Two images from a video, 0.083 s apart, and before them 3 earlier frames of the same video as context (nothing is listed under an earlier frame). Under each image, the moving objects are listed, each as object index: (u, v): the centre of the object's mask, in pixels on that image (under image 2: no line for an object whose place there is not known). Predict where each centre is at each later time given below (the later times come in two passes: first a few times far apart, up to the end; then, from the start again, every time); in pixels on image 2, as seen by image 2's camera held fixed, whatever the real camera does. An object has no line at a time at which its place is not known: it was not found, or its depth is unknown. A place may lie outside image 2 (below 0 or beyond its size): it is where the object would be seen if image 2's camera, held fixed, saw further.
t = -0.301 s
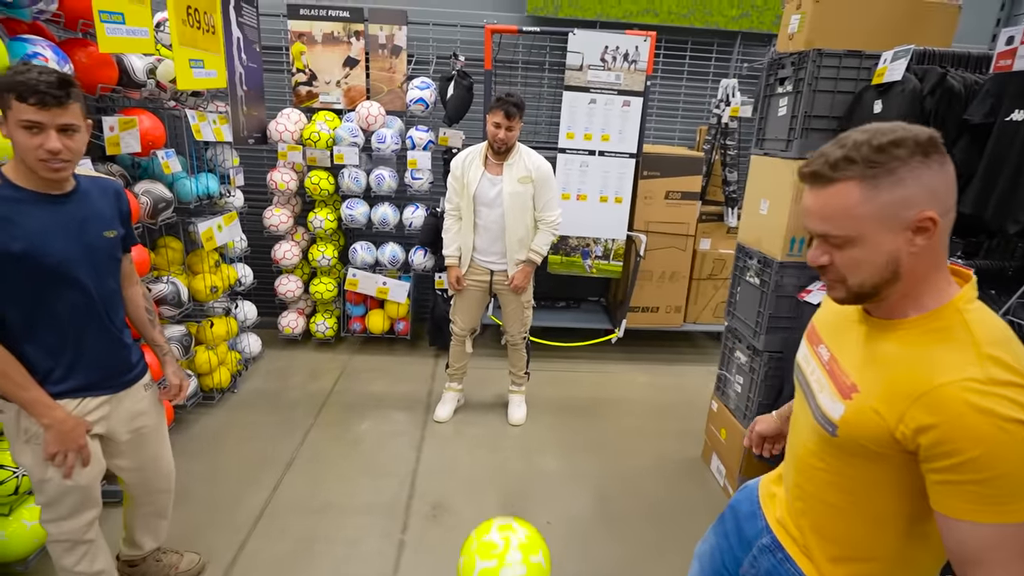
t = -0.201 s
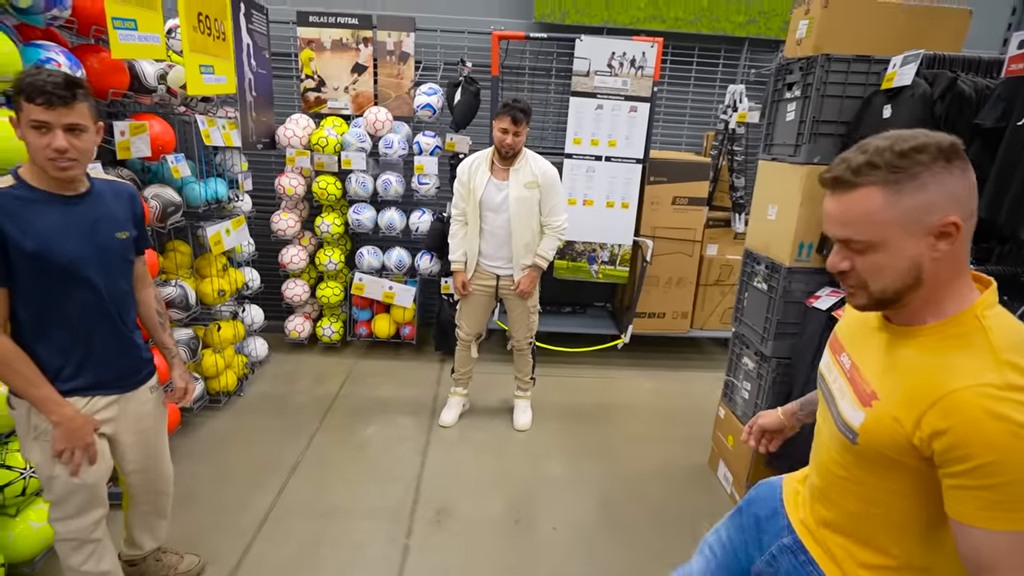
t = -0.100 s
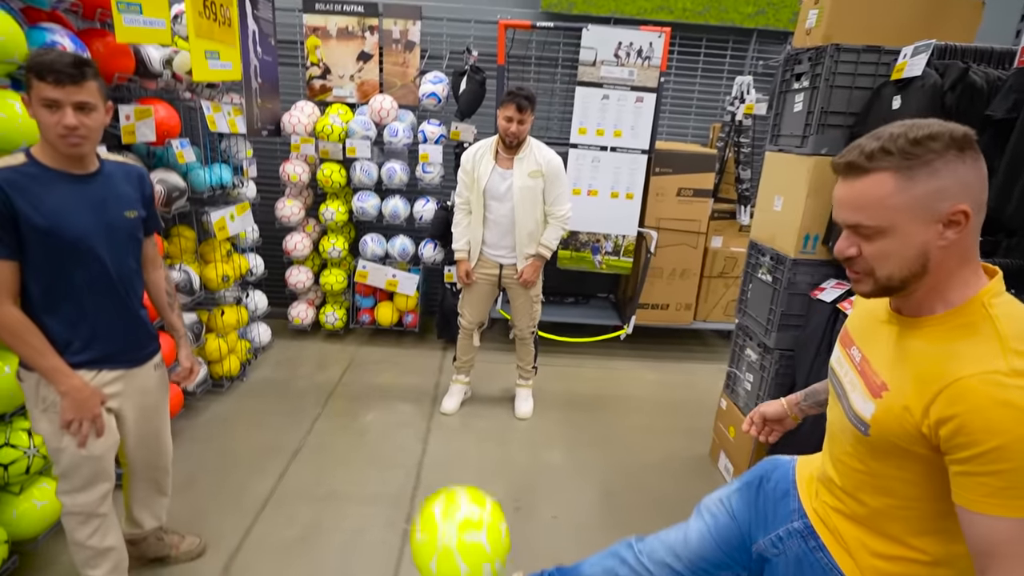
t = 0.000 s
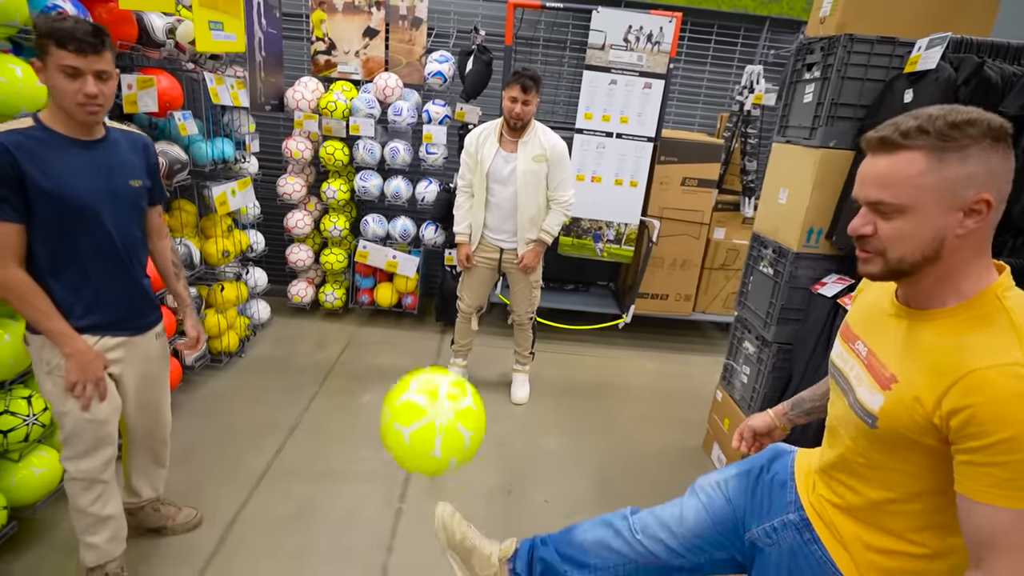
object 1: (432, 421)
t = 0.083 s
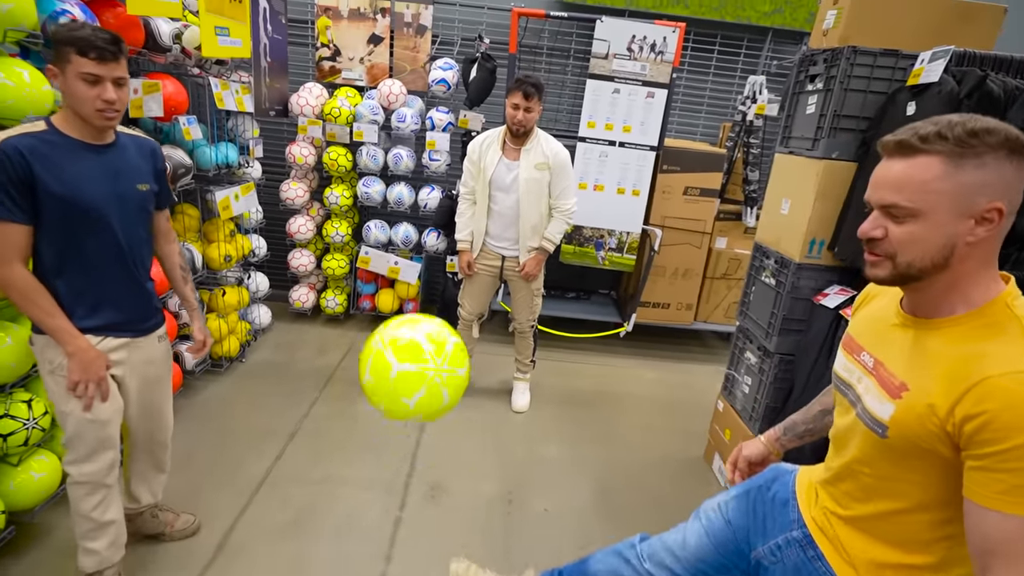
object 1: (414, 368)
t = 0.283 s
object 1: (364, 335)
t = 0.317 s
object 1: (355, 346)
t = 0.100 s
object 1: (410, 358)
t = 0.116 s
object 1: (406, 350)
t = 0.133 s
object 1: (402, 343)
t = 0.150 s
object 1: (398, 338)
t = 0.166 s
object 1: (393, 334)
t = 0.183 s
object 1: (389, 330)
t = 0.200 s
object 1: (385, 328)
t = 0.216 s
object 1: (381, 327)
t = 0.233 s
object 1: (377, 327)
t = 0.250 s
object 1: (372, 328)
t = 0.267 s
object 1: (368, 331)
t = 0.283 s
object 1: (364, 335)
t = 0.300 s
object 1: (359, 340)
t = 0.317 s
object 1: (355, 346)
